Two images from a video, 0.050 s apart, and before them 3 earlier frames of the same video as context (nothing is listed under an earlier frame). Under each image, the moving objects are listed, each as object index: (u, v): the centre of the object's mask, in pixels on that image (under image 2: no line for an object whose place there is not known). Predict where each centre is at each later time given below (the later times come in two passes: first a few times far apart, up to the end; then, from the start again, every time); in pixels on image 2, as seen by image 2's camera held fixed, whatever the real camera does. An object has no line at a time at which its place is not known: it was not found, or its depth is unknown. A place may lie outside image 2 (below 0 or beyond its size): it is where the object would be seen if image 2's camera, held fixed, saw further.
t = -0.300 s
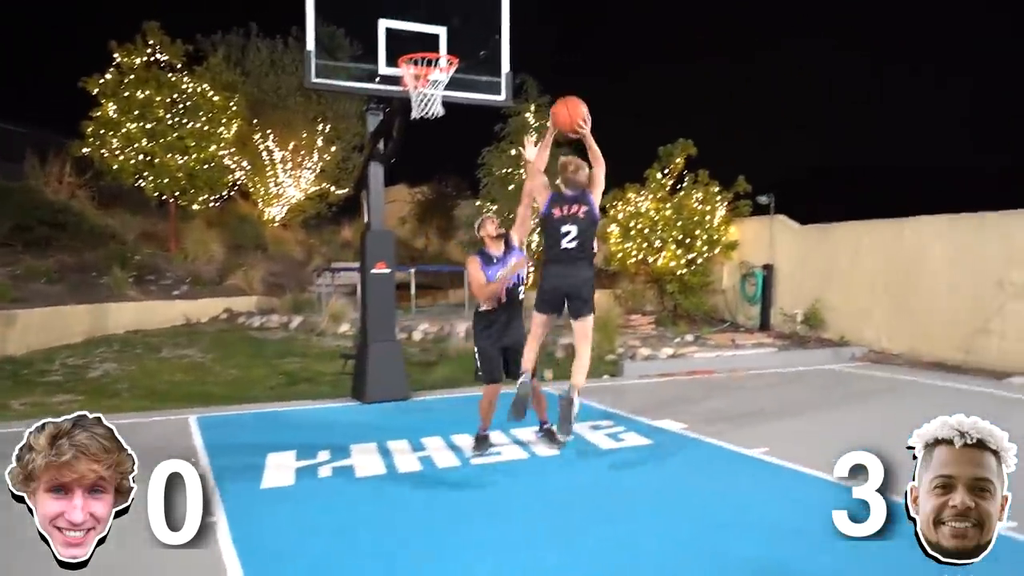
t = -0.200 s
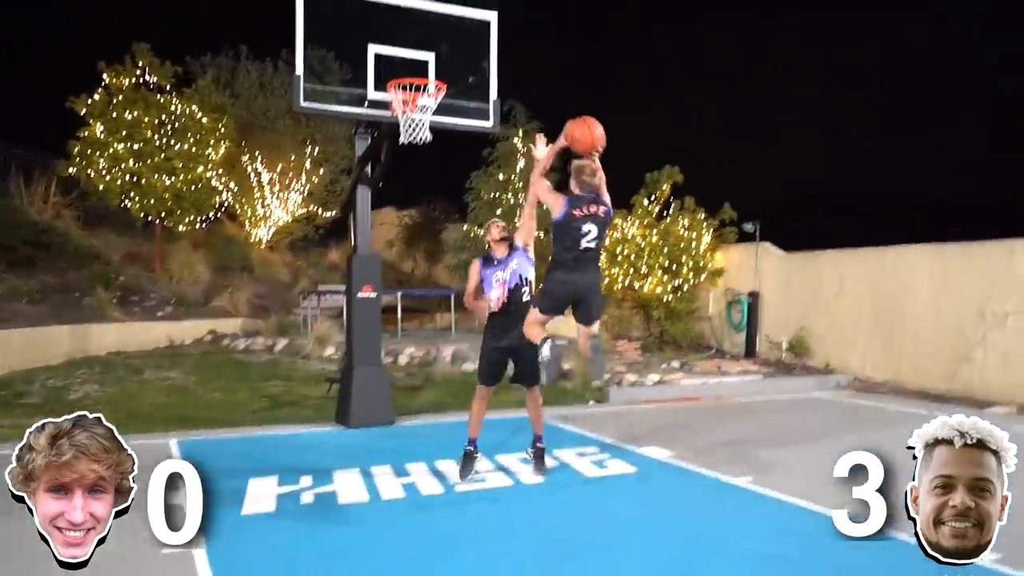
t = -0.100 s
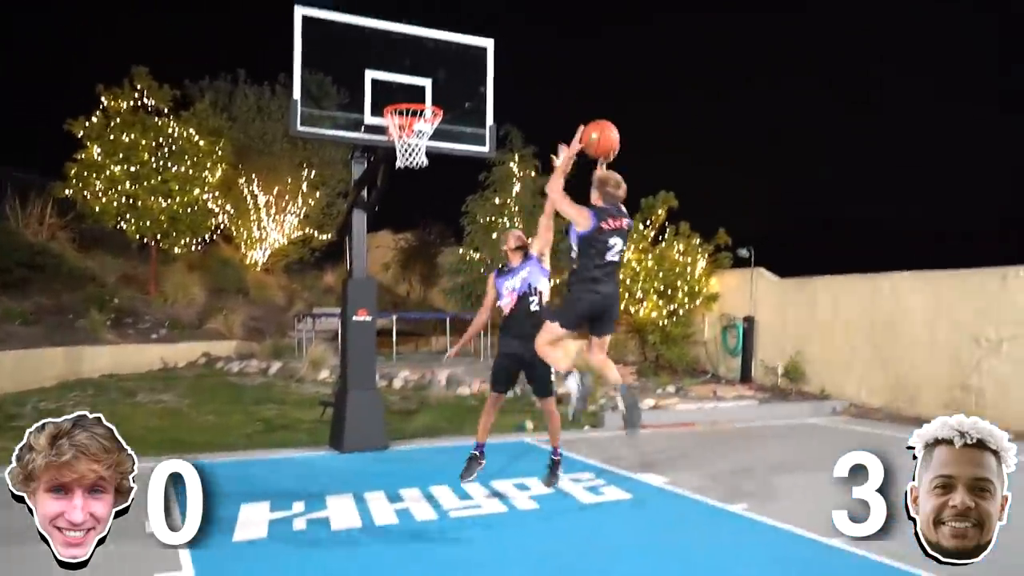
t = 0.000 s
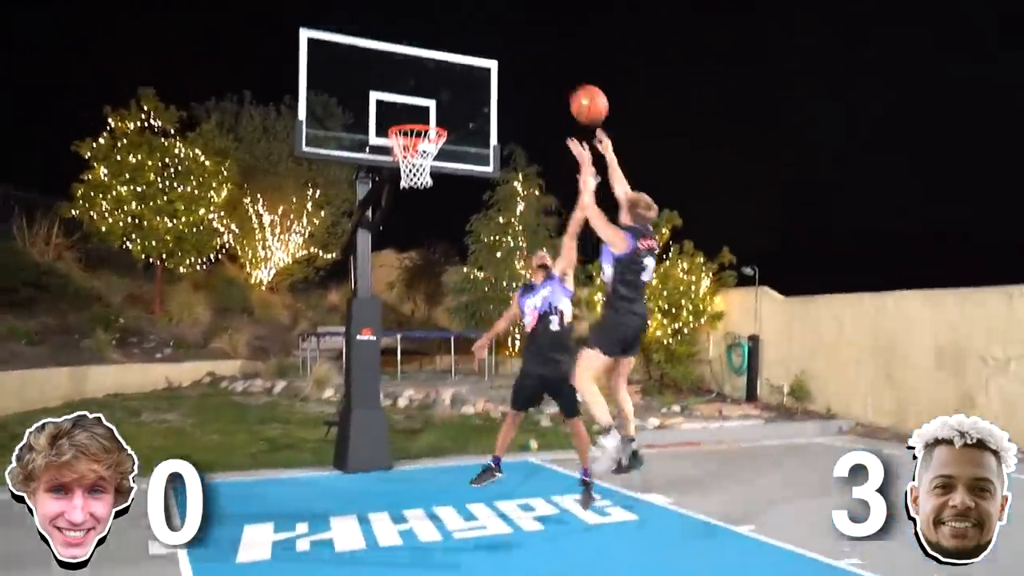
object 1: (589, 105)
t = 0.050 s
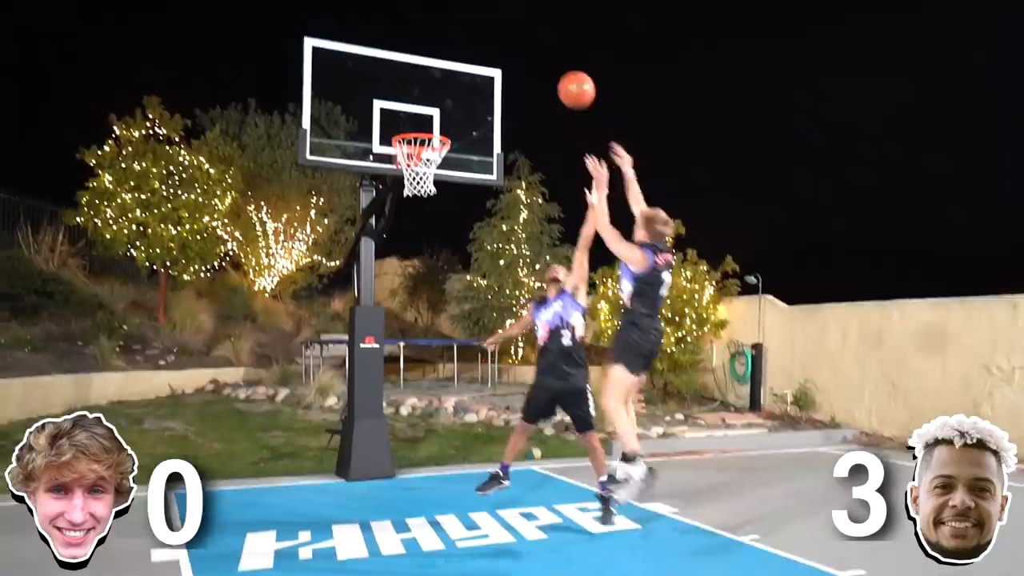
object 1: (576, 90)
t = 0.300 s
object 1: (507, 34)
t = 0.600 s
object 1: (440, 74)
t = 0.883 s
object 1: (435, 102)
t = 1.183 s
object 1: (510, 81)
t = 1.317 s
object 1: (546, 105)
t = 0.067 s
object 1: (571, 83)
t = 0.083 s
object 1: (566, 77)
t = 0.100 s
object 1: (561, 71)
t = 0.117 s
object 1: (556, 66)
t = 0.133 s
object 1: (551, 61)
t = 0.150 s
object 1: (547, 56)
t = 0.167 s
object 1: (542, 52)
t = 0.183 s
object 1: (538, 48)
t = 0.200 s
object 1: (533, 45)
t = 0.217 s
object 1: (529, 42)
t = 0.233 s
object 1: (524, 39)
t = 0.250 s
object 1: (520, 37)
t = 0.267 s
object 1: (516, 36)
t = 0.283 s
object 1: (512, 35)
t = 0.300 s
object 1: (507, 34)
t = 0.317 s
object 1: (503, 33)
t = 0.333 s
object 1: (499, 33)
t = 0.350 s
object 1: (495, 33)
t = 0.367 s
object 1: (491, 34)
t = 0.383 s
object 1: (488, 35)
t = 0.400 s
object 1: (484, 36)
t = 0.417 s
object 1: (480, 37)
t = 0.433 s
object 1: (476, 39)
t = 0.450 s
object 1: (472, 41)
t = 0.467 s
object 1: (469, 43)
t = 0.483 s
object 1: (465, 46)
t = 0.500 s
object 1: (461, 48)
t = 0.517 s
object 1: (458, 51)
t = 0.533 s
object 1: (455, 55)
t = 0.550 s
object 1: (451, 59)
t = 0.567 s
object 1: (448, 64)
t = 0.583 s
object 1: (444, 69)
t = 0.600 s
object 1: (440, 74)
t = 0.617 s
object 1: (437, 79)
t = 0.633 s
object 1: (434, 84)
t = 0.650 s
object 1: (431, 88)
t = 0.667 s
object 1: (428, 93)
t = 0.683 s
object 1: (425, 100)
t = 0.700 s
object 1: (422, 107)
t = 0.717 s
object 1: (418, 113)
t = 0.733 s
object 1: (414, 122)
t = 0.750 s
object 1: (412, 125)
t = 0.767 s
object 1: (409, 130)
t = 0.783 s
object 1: (411, 128)
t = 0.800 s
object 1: (415, 125)
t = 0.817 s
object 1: (419, 122)
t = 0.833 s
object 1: (422, 116)
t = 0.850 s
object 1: (427, 111)
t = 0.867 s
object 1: (431, 107)
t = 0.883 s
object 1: (435, 102)
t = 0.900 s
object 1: (439, 98)
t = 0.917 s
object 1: (442, 95)
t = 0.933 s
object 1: (446, 93)
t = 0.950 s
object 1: (450, 90)
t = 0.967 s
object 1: (454, 87)
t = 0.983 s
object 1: (458, 85)
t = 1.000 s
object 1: (462, 84)
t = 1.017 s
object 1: (466, 83)
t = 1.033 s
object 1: (470, 80)
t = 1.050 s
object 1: (474, 79)
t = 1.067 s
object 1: (479, 78)
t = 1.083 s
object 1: (482, 77)
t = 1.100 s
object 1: (487, 77)
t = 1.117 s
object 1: (492, 77)
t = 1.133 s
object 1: (496, 77)
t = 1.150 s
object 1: (501, 79)
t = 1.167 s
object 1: (506, 80)
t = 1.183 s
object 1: (510, 81)
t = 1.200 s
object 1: (515, 83)
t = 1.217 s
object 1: (518, 85)
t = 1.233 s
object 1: (523, 87)
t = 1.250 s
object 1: (527, 90)
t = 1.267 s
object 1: (532, 93)
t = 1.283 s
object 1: (536, 97)
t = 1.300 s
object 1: (541, 101)
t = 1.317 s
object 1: (546, 105)
